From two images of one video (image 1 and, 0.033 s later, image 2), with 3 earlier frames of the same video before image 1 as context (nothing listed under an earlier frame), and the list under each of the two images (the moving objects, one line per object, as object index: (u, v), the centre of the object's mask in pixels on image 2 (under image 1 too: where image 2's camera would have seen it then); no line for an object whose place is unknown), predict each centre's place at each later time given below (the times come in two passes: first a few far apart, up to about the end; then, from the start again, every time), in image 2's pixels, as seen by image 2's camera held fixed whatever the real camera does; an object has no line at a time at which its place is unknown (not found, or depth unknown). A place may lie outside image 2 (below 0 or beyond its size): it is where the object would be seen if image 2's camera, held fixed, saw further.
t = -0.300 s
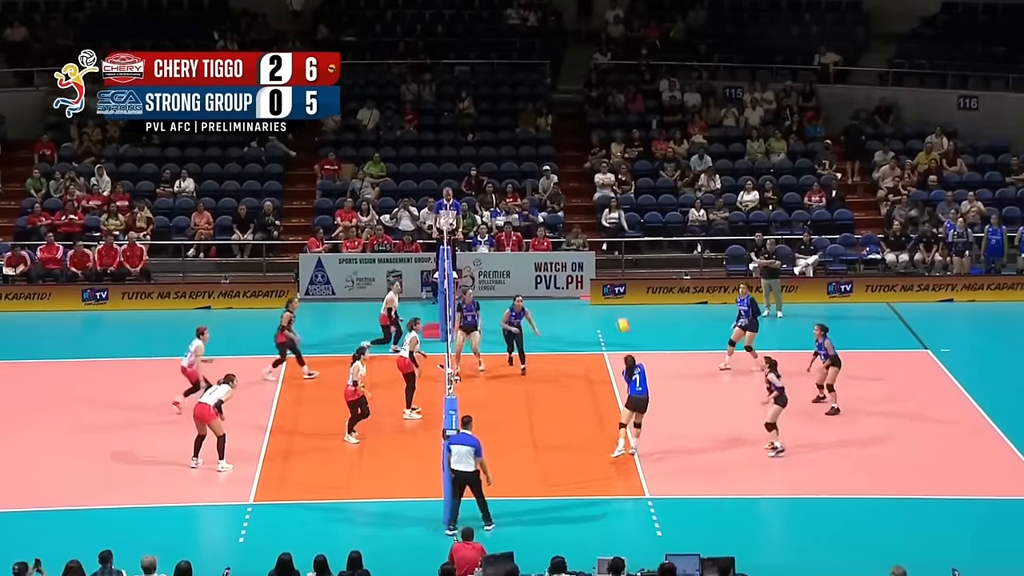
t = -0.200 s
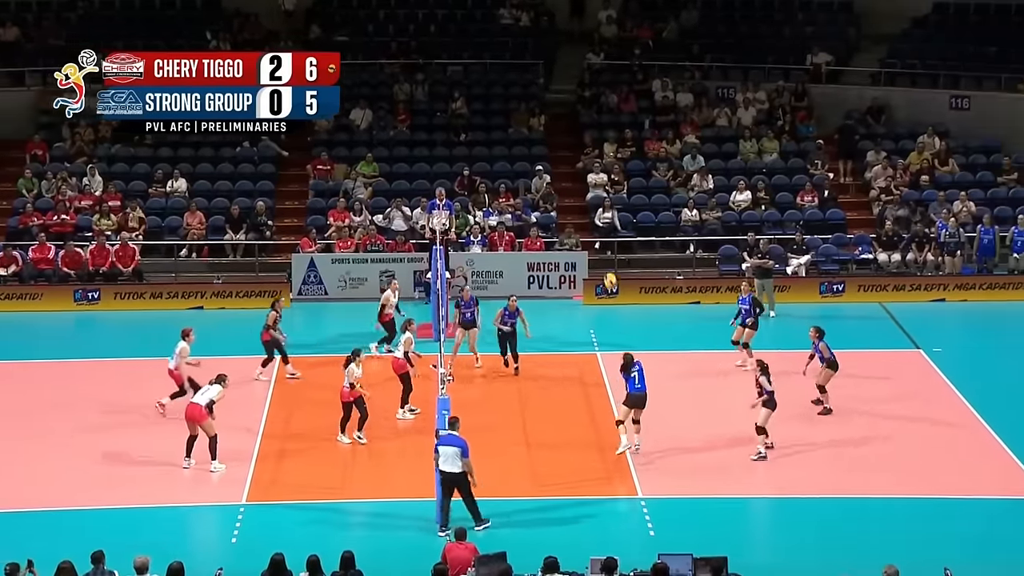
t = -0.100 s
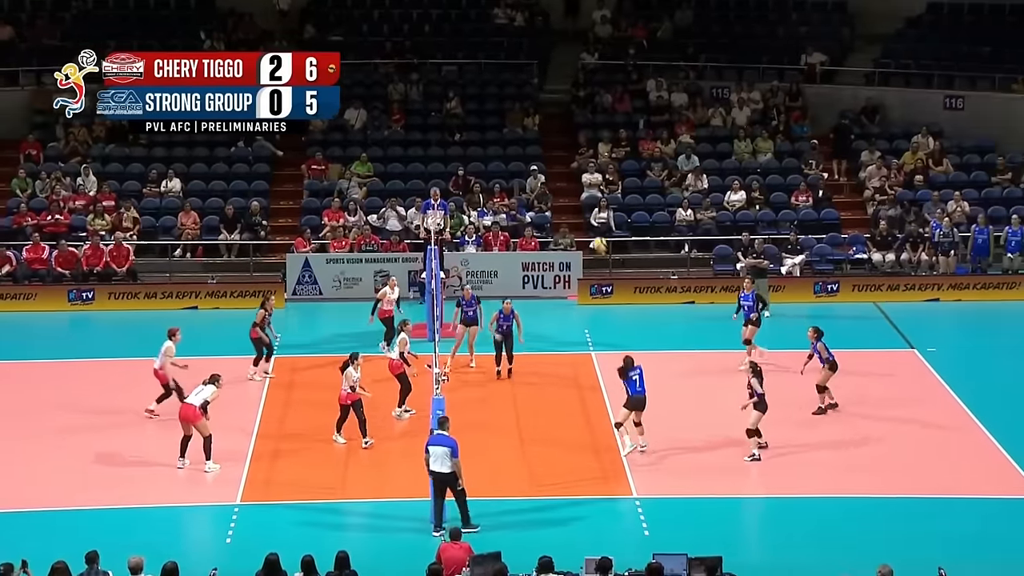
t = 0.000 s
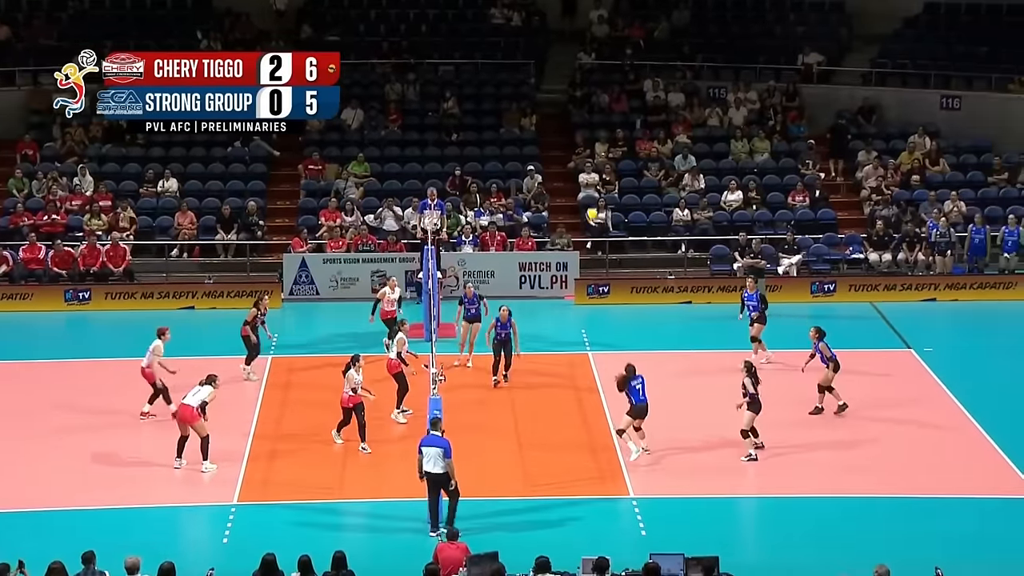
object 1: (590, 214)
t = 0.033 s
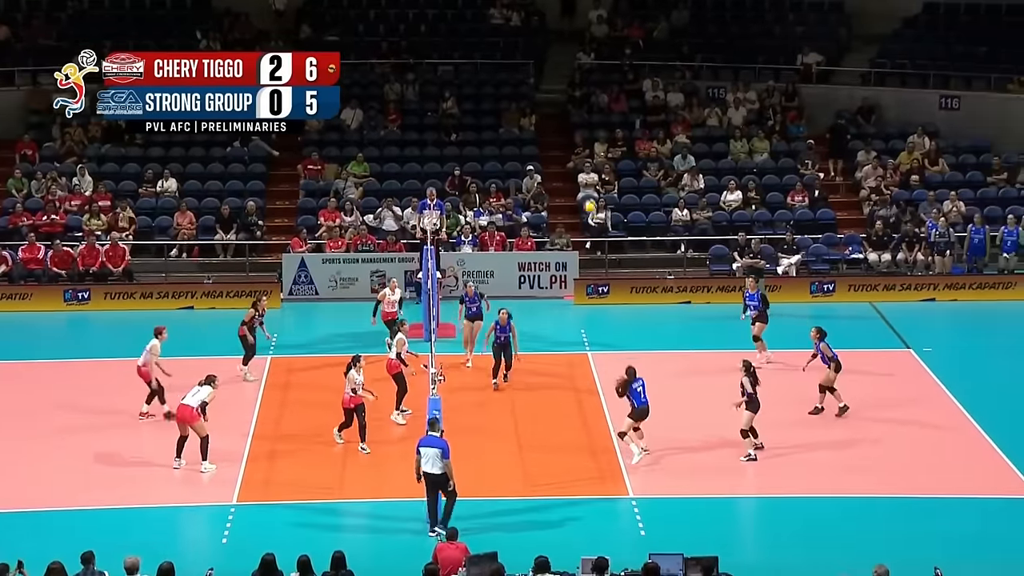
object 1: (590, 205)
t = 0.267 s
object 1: (579, 165)
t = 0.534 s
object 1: (568, 159)
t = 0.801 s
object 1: (557, 191)
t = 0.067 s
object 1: (589, 198)
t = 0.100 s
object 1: (586, 190)
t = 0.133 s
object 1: (584, 184)
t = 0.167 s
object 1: (583, 179)
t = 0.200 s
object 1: (582, 173)
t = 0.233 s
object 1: (580, 168)
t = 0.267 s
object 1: (579, 165)
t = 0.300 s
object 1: (578, 162)
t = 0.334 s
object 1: (577, 159)
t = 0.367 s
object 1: (575, 158)
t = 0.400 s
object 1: (574, 157)
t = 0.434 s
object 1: (572, 156)
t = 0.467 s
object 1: (571, 157)
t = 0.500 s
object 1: (569, 157)
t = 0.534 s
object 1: (568, 159)
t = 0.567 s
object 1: (567, 161)
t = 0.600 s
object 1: (566, 164)
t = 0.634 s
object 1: (564, 166)
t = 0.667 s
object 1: (562, 171)
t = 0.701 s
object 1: (561, 175)
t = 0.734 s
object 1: (559, 180)
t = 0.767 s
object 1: (558, 186)
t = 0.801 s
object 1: (557, 191)
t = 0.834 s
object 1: (555, 198)
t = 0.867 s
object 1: (554, 206)
